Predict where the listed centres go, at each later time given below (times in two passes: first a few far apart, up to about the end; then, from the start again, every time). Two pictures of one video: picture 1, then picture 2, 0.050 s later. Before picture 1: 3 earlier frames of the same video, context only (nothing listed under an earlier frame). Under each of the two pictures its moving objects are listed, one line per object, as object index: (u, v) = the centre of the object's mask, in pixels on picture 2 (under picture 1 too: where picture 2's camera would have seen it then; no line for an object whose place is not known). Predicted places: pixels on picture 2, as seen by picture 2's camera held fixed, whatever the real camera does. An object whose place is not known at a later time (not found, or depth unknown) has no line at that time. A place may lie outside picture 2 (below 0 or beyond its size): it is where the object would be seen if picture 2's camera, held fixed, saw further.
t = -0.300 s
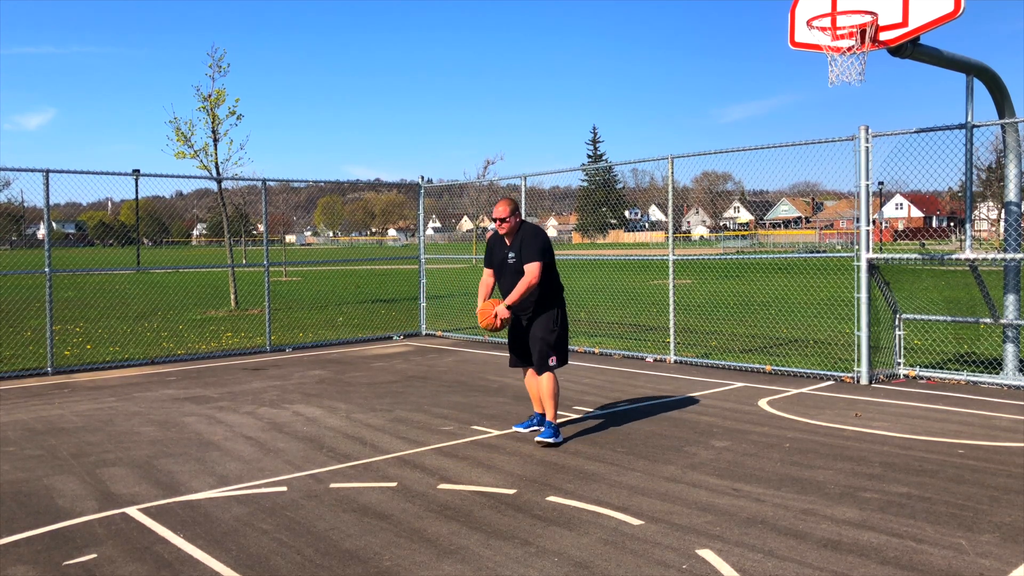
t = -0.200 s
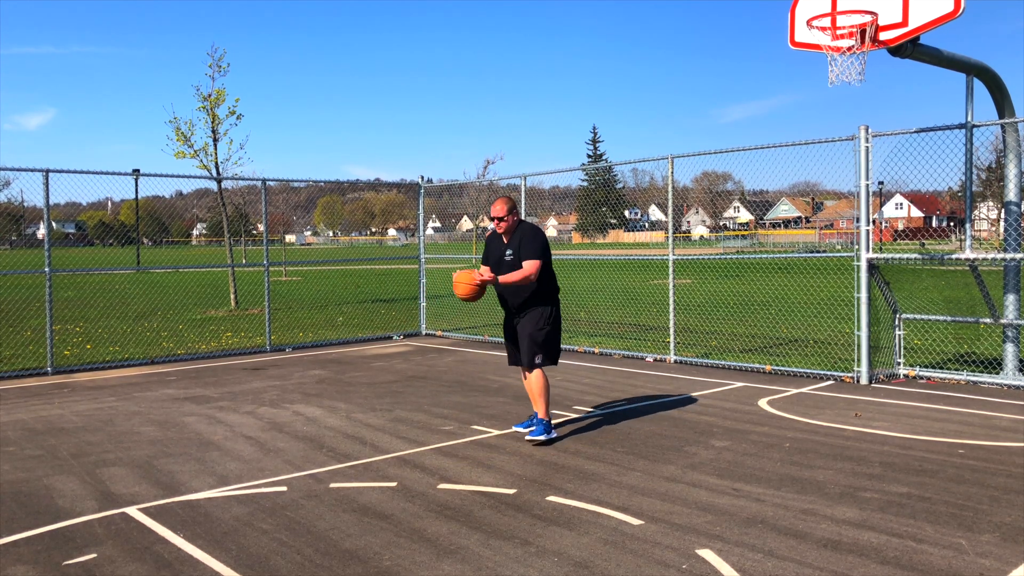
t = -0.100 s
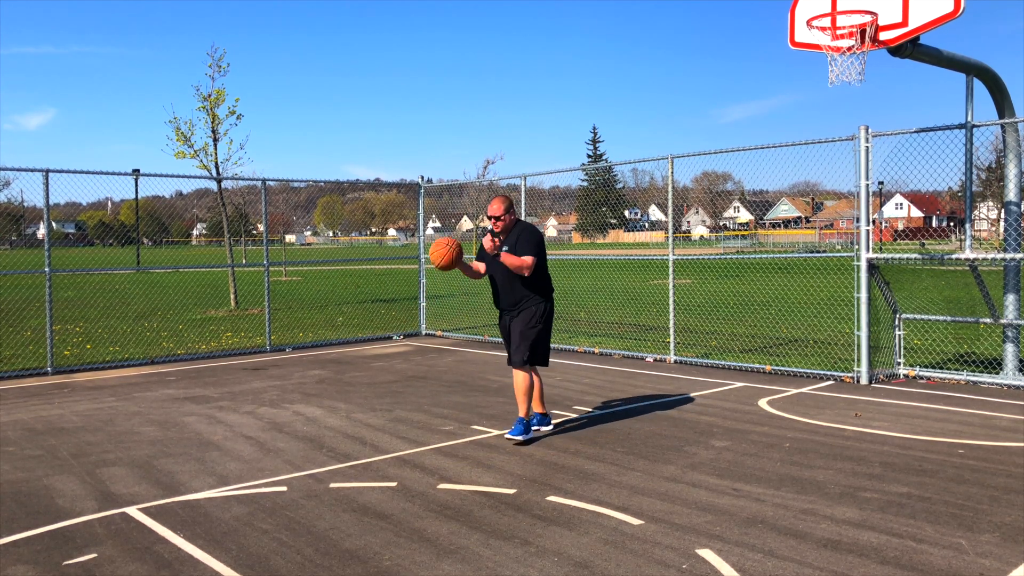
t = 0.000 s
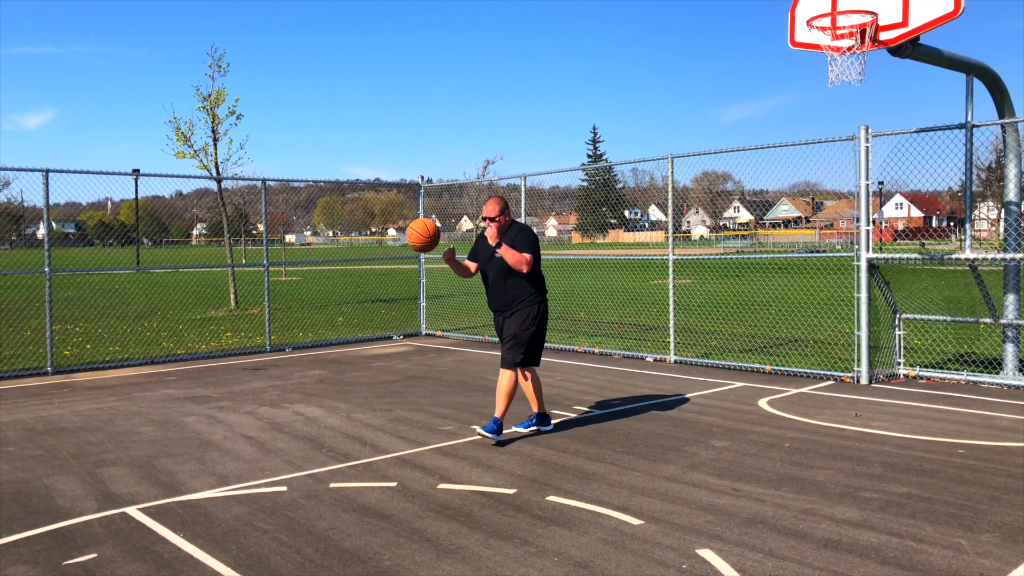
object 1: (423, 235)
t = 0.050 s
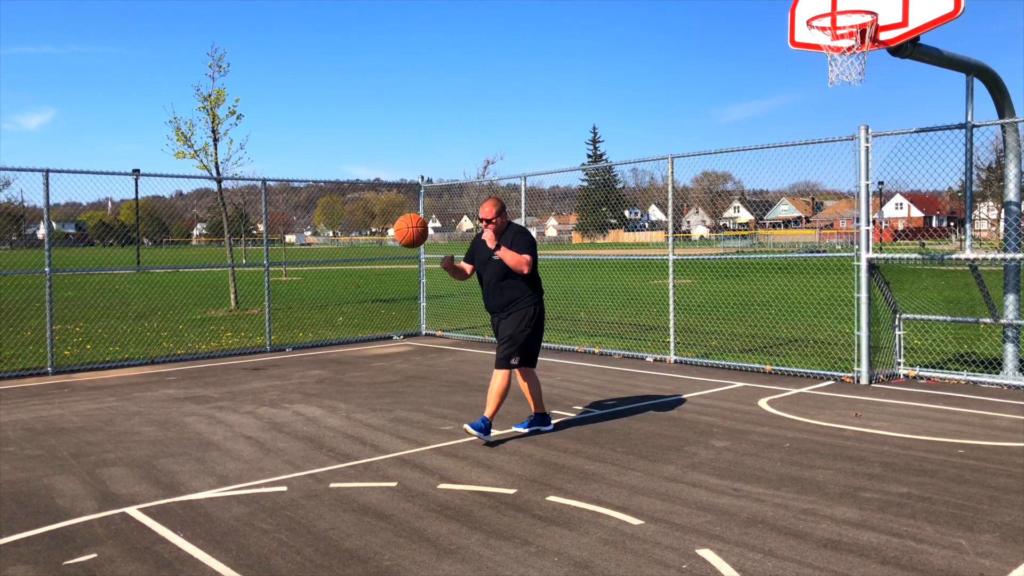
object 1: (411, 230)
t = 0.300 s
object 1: (352, 262)
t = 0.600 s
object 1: (279, 427)
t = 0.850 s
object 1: (293, 341)
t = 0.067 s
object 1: (407, 230)
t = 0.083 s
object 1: (403, 230)
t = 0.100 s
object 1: (399, 230)
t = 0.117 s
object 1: (396, 230)
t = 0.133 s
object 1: (392, 231)
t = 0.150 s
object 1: (388, 233)
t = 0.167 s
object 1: (384, 234)
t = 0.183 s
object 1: (380, 236)
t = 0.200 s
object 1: (376, 239)
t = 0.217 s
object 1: (372, 242)
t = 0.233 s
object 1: (368, 245)
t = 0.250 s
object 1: (364, 248)
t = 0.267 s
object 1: (360, 252)
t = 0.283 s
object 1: (356, 257)
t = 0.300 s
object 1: (352, 262)
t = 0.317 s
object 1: (349, 268)
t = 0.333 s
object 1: (344, 273)
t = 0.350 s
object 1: (340, 280)
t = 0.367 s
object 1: (336, 286)
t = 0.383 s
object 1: (332, 293)
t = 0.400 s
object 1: (328, 301)
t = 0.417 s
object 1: (324, 309)
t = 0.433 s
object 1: (320, 317)
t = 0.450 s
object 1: (316, 326)
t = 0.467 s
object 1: (312, 335)
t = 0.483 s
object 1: (308, 345)
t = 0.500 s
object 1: (304, 356)
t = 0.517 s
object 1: (300, 367)
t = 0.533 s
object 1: (296, 378)
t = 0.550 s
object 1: (291, 389)
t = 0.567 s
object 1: (287, 401)
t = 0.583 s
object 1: (283, 414)
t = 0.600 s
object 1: (279, 427)
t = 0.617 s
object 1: (275, 440)
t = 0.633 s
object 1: (271, 454)
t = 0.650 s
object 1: (272, 446)
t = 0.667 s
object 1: (274, 435)
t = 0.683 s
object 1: (275, 424)
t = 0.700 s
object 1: (277, 414)
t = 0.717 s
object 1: (279, 404)
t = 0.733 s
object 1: (281, 395)
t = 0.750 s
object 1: (282, 386)
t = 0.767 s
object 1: (284, 377)
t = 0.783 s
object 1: (286, 369)
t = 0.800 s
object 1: (288, 361)
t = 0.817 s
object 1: (289, 354)
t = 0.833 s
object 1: (291, 347)
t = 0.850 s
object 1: (293, 341)
